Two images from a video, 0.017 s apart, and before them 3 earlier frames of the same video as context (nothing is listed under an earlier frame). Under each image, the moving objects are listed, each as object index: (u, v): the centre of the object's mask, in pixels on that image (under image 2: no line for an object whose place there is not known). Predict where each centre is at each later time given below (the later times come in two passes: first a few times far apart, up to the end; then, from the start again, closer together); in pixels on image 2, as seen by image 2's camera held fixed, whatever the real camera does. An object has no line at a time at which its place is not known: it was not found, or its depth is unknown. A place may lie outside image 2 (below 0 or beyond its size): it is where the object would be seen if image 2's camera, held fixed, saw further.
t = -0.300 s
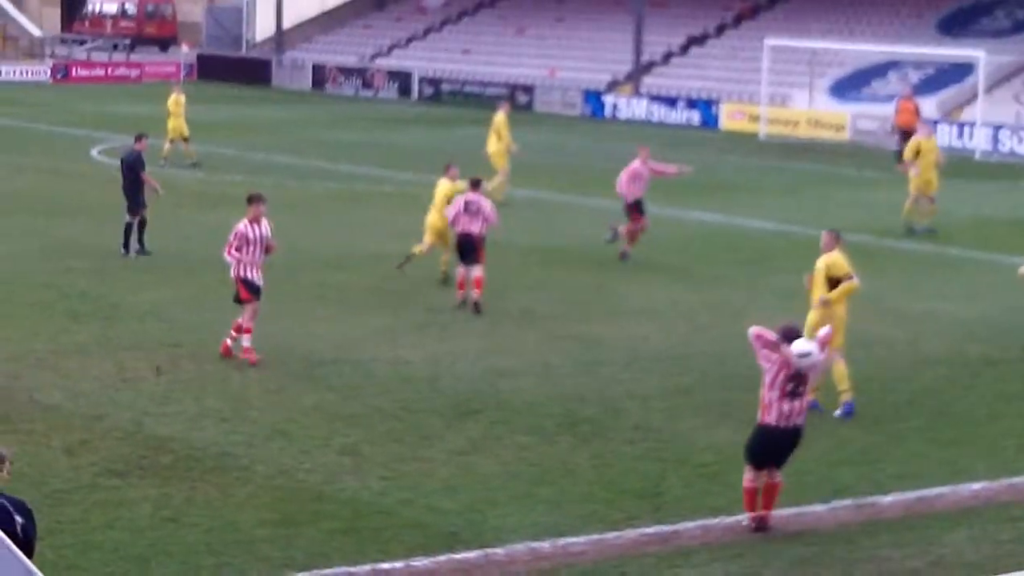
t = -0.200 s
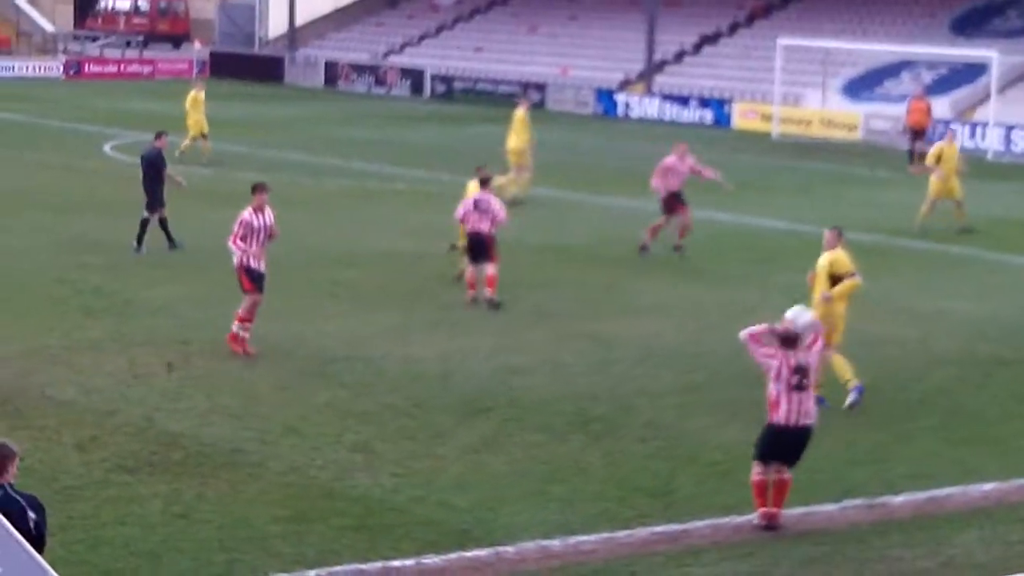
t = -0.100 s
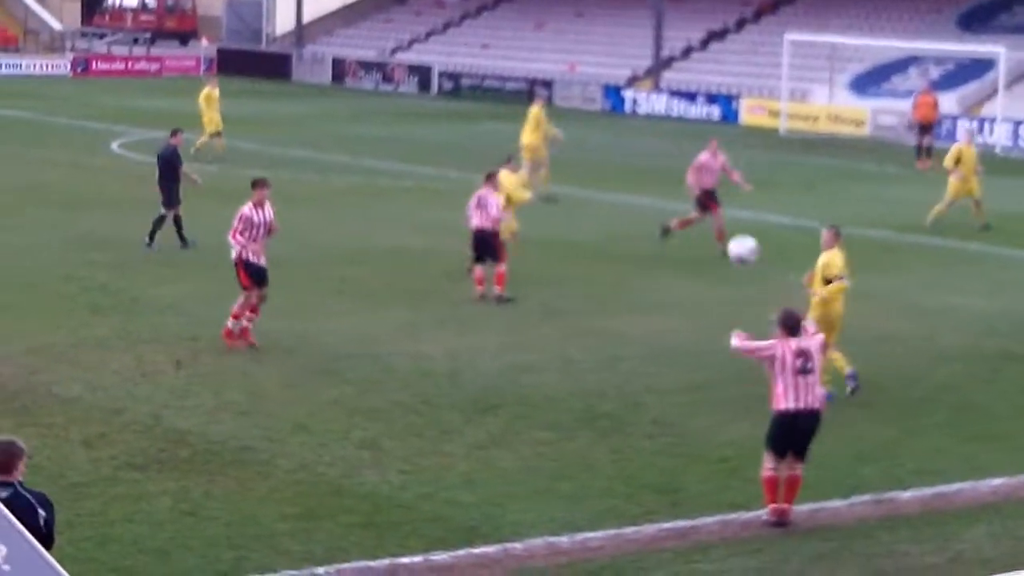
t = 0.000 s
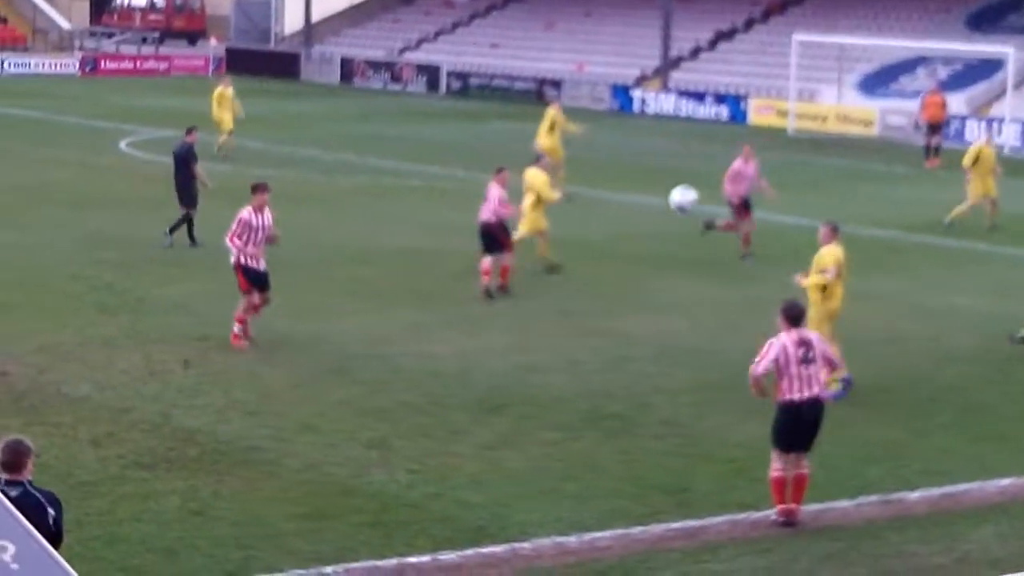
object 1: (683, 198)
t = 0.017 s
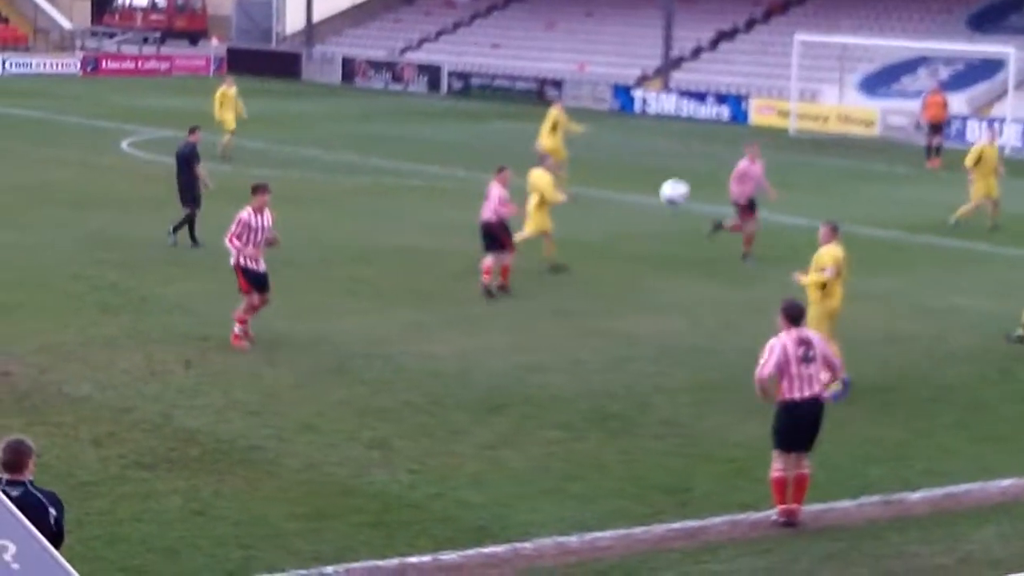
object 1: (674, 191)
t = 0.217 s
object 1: (557, 140)
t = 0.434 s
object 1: (448, 141)
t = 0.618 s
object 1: (365, 176)
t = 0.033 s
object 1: (664, 185)
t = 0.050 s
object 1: (654, 179)
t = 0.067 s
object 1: (643, 173)
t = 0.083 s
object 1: (634, 168)
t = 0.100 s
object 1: (623, 164)
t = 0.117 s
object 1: (615, 159)
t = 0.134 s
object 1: (605, 155)
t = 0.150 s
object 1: (595, 152)
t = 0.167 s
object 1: (586, 148)
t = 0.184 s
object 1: (576, 145)
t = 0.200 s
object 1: (567, 144)
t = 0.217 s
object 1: (557, 140)
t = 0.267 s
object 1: (531, 136)
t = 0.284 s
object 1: (523, 135)
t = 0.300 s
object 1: (514, 135)
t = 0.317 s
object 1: (505, 135)
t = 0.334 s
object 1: (497, 134)
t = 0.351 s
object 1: (489, 135)
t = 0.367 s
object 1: (481, 136)
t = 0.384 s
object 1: (473, 136)
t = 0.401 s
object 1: (464, 138)
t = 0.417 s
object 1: (456, 139)
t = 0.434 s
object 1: (448, 141)
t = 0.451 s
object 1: (440, 143)
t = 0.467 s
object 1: (433, 145)
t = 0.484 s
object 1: (425, 148)
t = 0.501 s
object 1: (418, 150)
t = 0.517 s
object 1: (409, 153)
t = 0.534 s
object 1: (402, 156)
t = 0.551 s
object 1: (395, 160)
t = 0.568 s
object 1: (387, 163)
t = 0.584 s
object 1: (380, 167)
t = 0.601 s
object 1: (372, 172)
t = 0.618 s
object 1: (365, 176)
